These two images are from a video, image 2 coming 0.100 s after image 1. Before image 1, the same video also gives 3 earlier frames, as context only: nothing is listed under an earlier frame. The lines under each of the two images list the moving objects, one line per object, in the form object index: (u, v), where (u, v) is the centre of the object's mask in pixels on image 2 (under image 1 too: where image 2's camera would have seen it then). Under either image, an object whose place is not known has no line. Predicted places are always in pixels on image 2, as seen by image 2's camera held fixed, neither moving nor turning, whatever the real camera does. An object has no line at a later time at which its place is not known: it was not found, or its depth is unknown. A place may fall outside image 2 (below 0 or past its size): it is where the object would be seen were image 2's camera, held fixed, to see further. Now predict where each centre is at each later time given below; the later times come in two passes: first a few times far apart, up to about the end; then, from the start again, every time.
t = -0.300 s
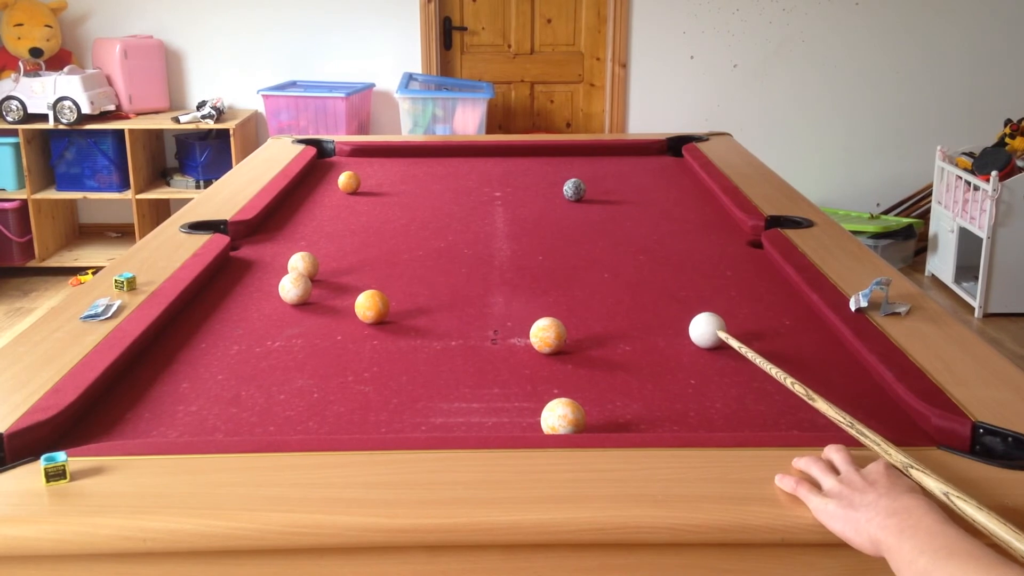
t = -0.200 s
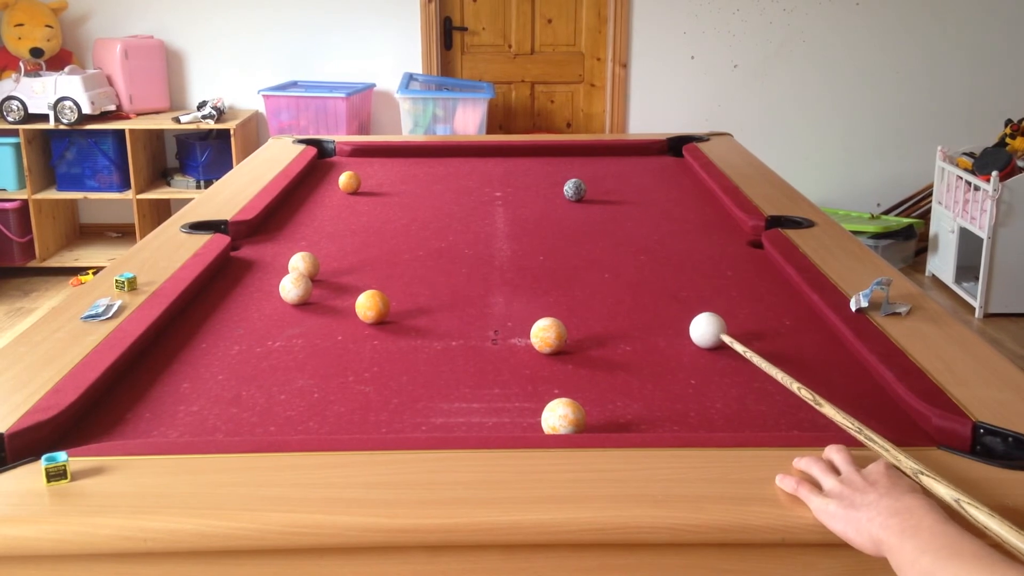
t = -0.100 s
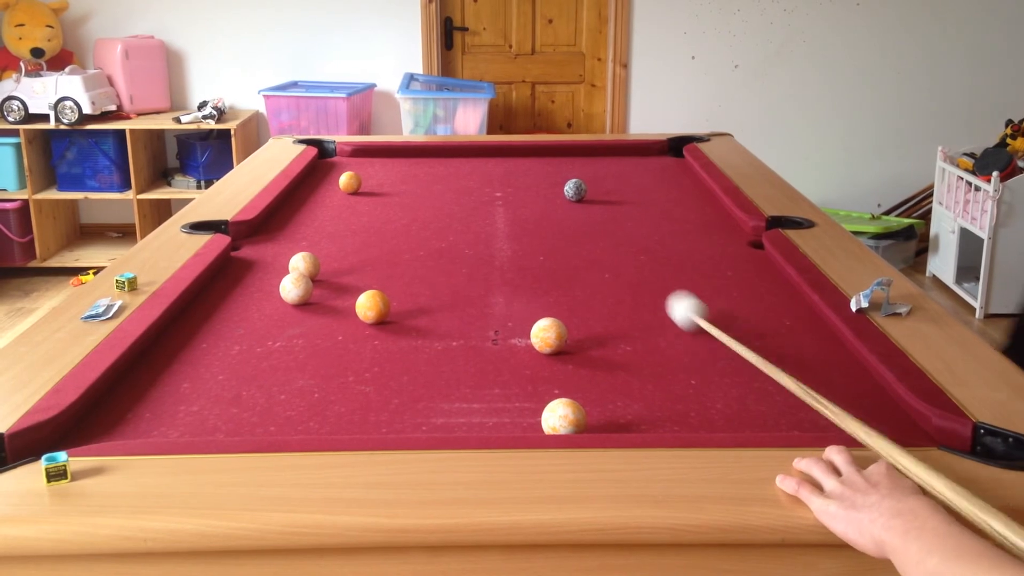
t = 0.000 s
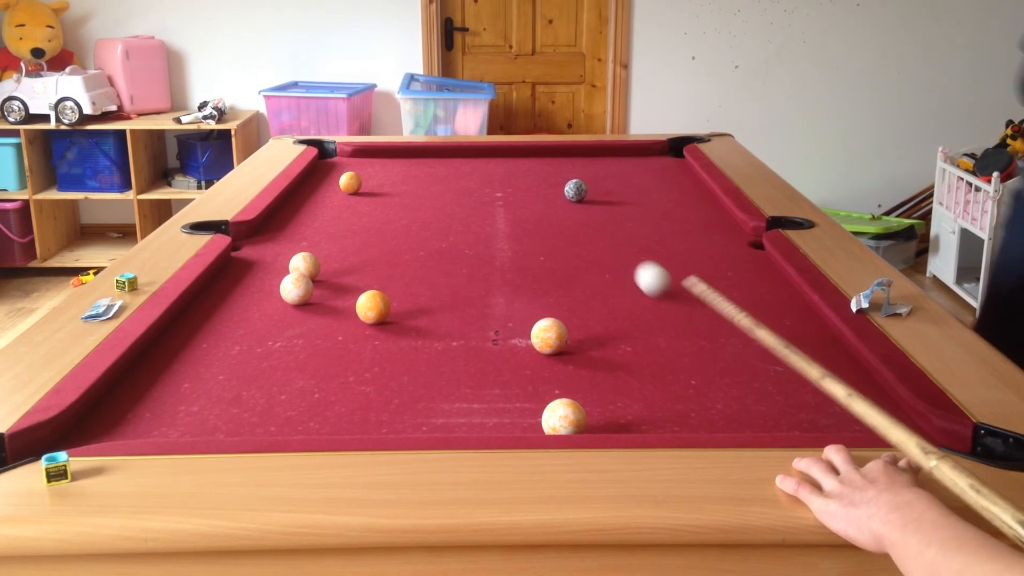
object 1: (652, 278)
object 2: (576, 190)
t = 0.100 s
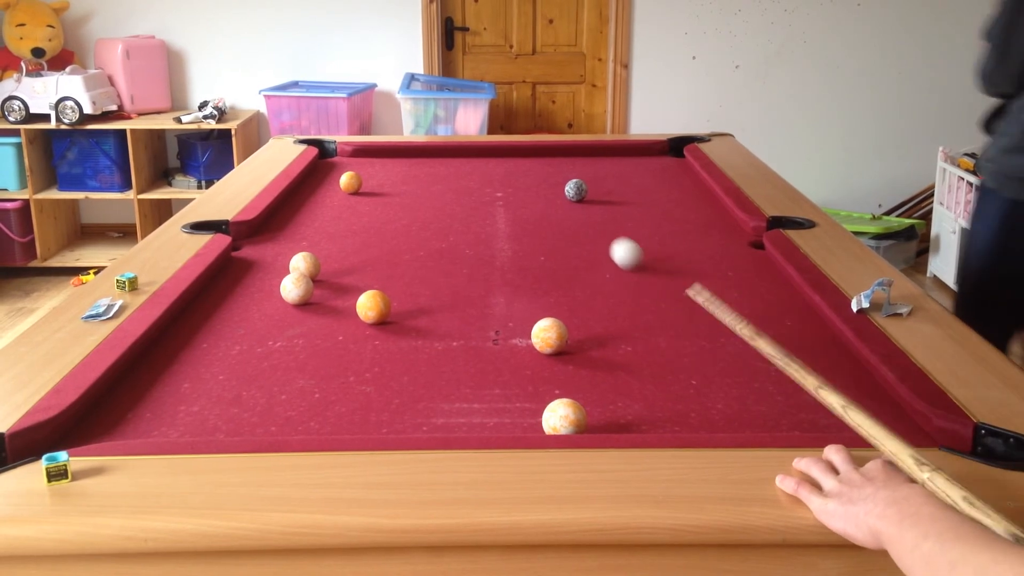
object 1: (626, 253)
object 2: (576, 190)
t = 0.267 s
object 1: (590, 219)
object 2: (576, 190)
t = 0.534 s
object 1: (527, 188)
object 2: (592, 182)
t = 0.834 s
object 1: (448, 170)
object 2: (623, 166)
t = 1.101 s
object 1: (389, 157)
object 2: (646, 155)
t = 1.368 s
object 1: (335, 152)
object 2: (669, 148)
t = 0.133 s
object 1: (618, 246)
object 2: (576, 190)
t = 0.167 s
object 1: (610, 238)
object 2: (576, 190)
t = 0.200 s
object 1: (603, 232)
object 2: (576, 190)
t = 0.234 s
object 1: (597, 225)
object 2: (576, 190)
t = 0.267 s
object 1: (590, 219)
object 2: (576, 190)
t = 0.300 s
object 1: (584, 213)
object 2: (576, 190)
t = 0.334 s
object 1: (578, 208)
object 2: (575, 188)
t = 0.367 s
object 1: (572, 203)
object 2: (576, 186)
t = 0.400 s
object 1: (567, 198)
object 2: (578, 187)
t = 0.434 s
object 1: (558, 194)
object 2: (579, 188)
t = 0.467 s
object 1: (548, 192)
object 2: (583, 186)
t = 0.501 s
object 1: (537, 190)
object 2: (588, 184)
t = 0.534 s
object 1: (527, 188)
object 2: (592, 182)
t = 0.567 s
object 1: (518, 185)
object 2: (596, 180)
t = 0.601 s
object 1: (508, 183)
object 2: (600, 178)
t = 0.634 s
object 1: (499, 181)
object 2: (604, 176)
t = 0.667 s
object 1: (490, 179)
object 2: (607, 174)
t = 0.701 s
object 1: (481, 178)
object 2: (611, 173)
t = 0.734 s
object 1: (472, 176)
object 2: (614, 171)
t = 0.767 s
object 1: (464, 174)
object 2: (617, 170)
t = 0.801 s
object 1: (456, 172)
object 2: (620, 168)
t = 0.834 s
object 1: (448, 170)
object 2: (623, 166)
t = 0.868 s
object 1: (440, 168)
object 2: (627, 165)
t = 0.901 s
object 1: (432, 167)
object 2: (630, 163)
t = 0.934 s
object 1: (425, 165)
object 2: (633, 162)
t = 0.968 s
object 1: (417, 163)
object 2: (635, 161)
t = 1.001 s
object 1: (410, 162)
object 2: (638, 159)
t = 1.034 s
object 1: (402, 160)
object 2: (641, 158)
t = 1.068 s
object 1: (396, 159)
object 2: (644, 156)
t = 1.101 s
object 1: (389, 157)
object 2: (646, 155)
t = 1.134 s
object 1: (382, 156)
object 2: (649, 154)
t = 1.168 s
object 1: (376, 154)
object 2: (651, 153)
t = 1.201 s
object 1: (369, 153)
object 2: (653, 151)
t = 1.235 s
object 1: (363, 151)
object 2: (656, 150)
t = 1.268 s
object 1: (357, 150)
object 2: (658, 149)
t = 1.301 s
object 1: (350, 151)
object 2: (660, 148)
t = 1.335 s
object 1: (342, 151)
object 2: (664, 148)
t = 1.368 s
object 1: (335, 152)
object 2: (669, 148)
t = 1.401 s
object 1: (329, 151)
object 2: (674, 148)
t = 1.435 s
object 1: (331, 151)
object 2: (677, 148)
